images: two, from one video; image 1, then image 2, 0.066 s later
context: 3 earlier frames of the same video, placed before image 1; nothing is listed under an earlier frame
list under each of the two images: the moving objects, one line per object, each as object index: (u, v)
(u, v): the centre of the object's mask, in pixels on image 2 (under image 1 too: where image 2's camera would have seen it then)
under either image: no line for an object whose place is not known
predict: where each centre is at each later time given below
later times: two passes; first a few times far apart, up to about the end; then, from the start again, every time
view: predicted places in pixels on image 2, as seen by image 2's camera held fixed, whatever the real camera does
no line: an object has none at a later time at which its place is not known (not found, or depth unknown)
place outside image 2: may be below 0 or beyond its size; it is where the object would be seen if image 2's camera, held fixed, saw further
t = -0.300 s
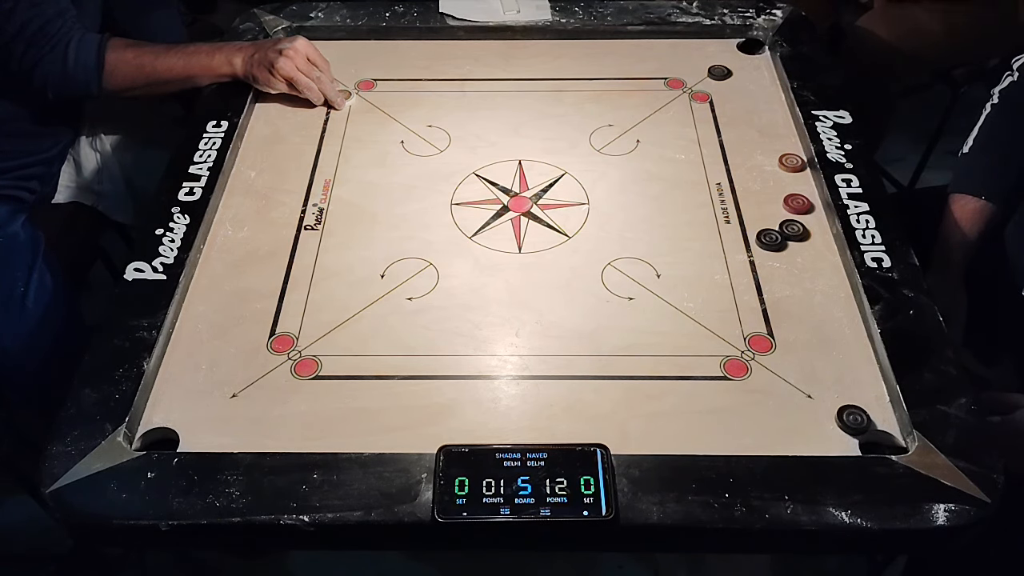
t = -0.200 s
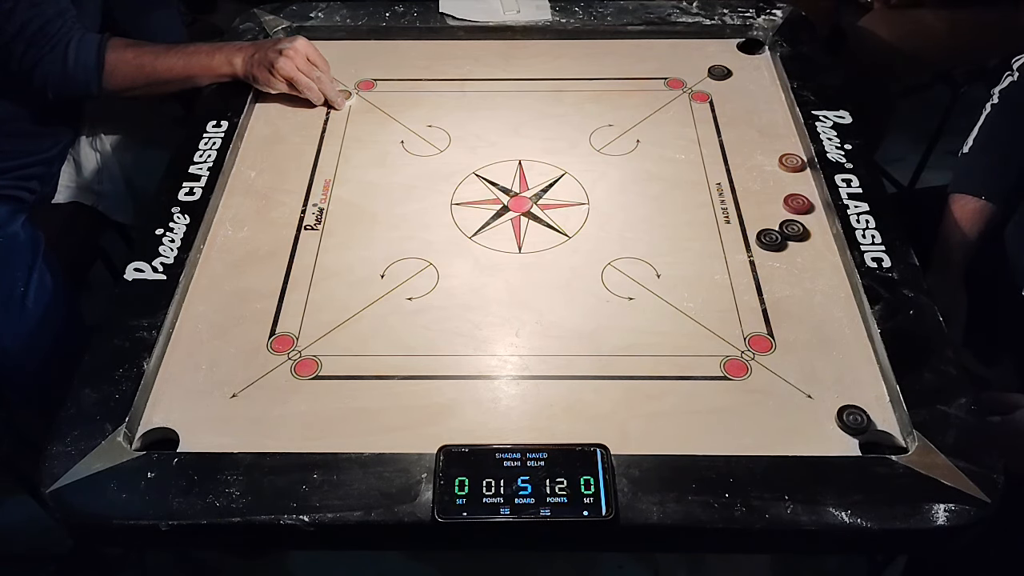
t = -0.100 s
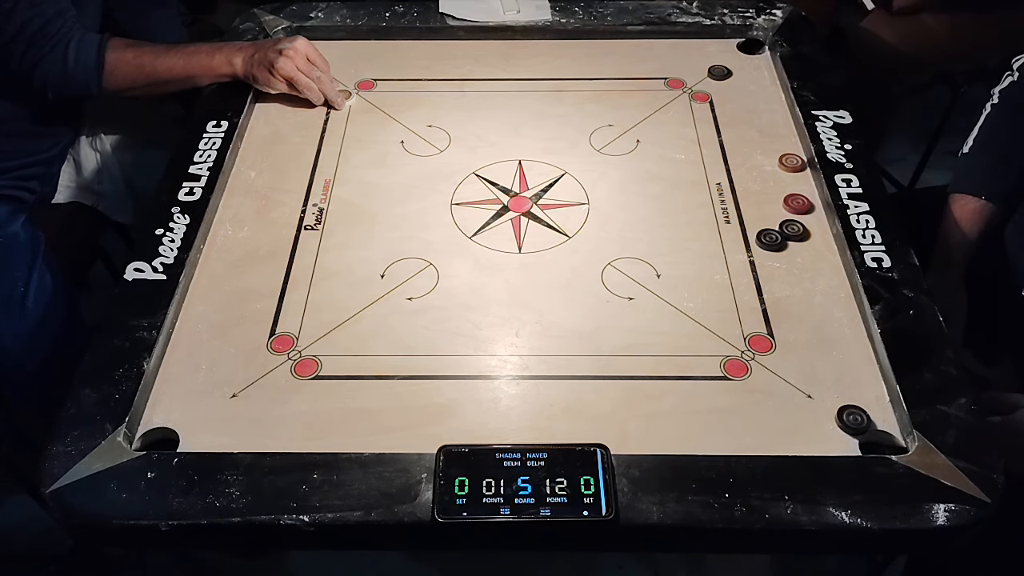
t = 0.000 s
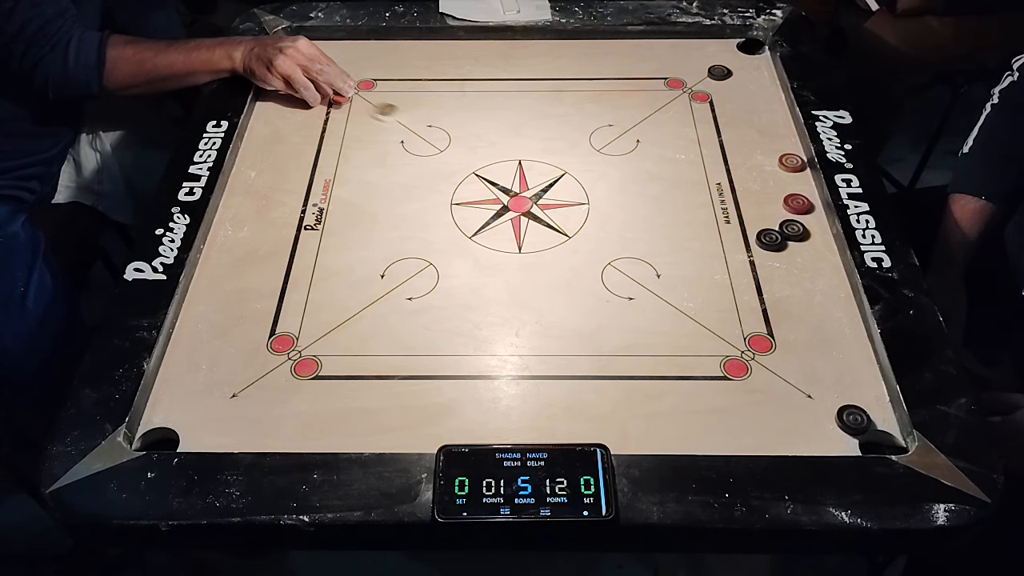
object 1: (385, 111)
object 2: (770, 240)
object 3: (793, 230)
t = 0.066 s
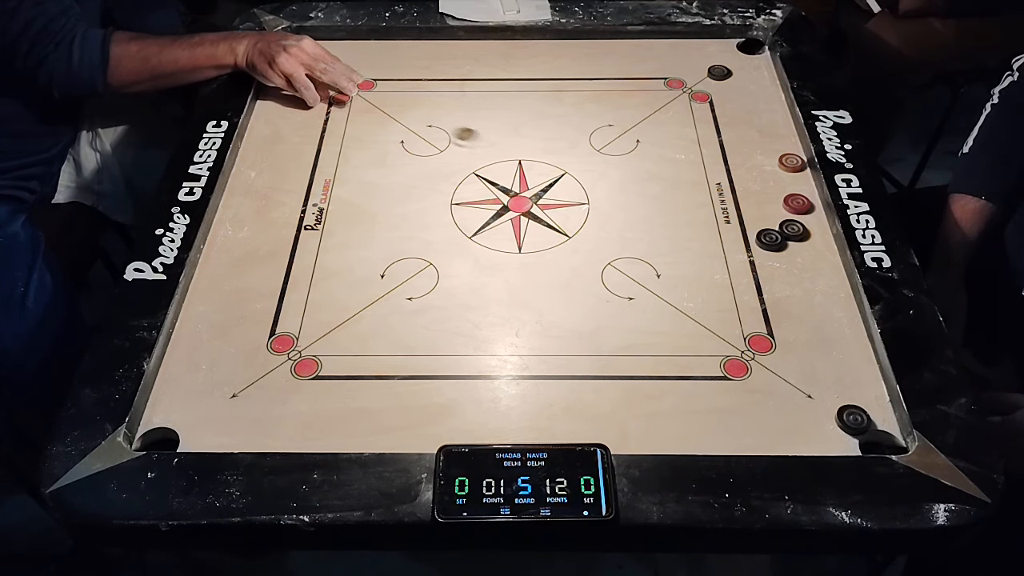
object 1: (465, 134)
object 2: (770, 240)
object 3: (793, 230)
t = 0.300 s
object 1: (754, 224)
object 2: (780, 247)
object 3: (793, 231)
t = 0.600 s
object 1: (797, 224)
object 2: (702, 425)
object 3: (686, 275)
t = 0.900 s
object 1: (795, 224)
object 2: (627, 408)
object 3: (639, 286)
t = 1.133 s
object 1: (794, 223)
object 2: (625, 406)
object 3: (639, 286)
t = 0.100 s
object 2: (770, 240)
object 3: (793, 230)
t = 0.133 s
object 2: (770, 240)
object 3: (793, 230)
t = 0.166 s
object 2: (770, 240)
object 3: (793, 230)
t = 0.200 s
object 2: (770, 240)
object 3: (793, 230)
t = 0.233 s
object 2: (770, 240)
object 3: (793, 230)
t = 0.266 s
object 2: (770, 240)
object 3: (793, 230)
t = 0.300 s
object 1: (754, 224)
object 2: (780, 247)
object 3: (793, 231)
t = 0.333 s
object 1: (771, 223)
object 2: (822, 274)
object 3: (819, 238)
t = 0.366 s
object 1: (784, 221)
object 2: (826, 298)
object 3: (800, 244)
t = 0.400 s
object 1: (794, 223)
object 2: (806, 318)
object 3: (779, 250)
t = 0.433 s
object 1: (803, 224)
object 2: (787, 338)
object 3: (760, 256)
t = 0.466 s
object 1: (810, 224)
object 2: (769, 357)
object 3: (742, 261)
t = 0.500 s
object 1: (808, 225)
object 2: (751, 376)
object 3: (726, 266)
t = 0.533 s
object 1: (803, 225)
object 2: (734, 393)
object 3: (711, 269)
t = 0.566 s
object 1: (799, 224)
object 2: (717, 409)
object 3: (698, 273)
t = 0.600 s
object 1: (797, 224)
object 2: (702, 425)
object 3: (686, 275)
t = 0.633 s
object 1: (796, 224)
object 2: (687, 438)
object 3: (674, 278)
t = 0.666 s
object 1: (795, 224)
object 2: (671, 445)
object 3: (665, 280)
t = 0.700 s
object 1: (795, 224)
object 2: (662, 441)
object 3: (657, 282)
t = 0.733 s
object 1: (795, 224)
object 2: (653, 435)
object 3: (651, 283)
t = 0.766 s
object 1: (795, 224)
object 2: (645, 427)
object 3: (645, 284)
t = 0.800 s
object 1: (795, 224)
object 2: (639, 421)
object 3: (642, 285)
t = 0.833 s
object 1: (795, 224)
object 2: (634, 415)
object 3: (640, 286)
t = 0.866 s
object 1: (795, 224)
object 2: (630, 411)
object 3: (639, 286)
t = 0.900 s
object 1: (795, 224)
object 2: (627, 408)
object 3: (639, 286)
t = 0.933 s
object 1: (795, 224)
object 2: (625, 407)
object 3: (639, 286)
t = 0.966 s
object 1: (795, 224)
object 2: (625, 406)
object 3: (639, 286)
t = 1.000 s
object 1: (795, 224)
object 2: (625, 406)
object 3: (639, 286)
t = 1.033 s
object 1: (795, 224)
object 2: (625, 406)
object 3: (639, 286)
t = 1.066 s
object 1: (795, 224)
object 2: (625, 406)
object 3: (639, 286)
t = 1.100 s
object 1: (795, 224)
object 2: (625, 406)
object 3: (639, 286)
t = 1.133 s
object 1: (794, 223)
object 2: (625, 406)
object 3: (639, 286)
